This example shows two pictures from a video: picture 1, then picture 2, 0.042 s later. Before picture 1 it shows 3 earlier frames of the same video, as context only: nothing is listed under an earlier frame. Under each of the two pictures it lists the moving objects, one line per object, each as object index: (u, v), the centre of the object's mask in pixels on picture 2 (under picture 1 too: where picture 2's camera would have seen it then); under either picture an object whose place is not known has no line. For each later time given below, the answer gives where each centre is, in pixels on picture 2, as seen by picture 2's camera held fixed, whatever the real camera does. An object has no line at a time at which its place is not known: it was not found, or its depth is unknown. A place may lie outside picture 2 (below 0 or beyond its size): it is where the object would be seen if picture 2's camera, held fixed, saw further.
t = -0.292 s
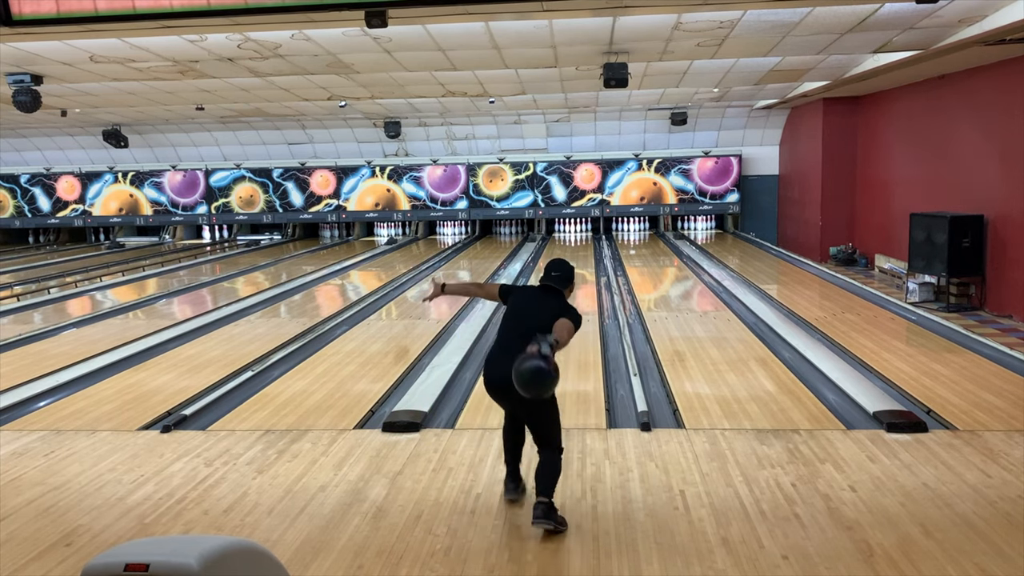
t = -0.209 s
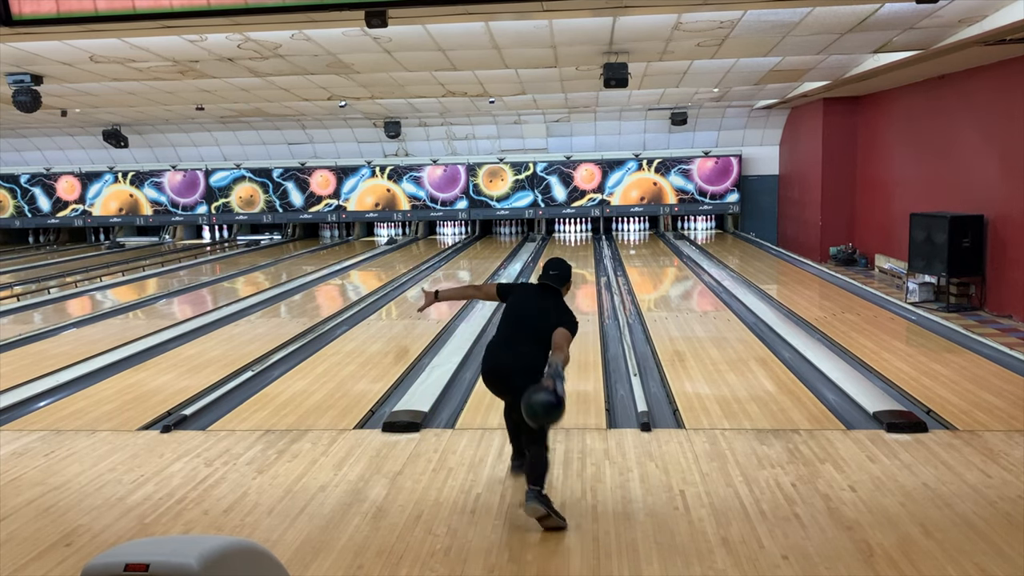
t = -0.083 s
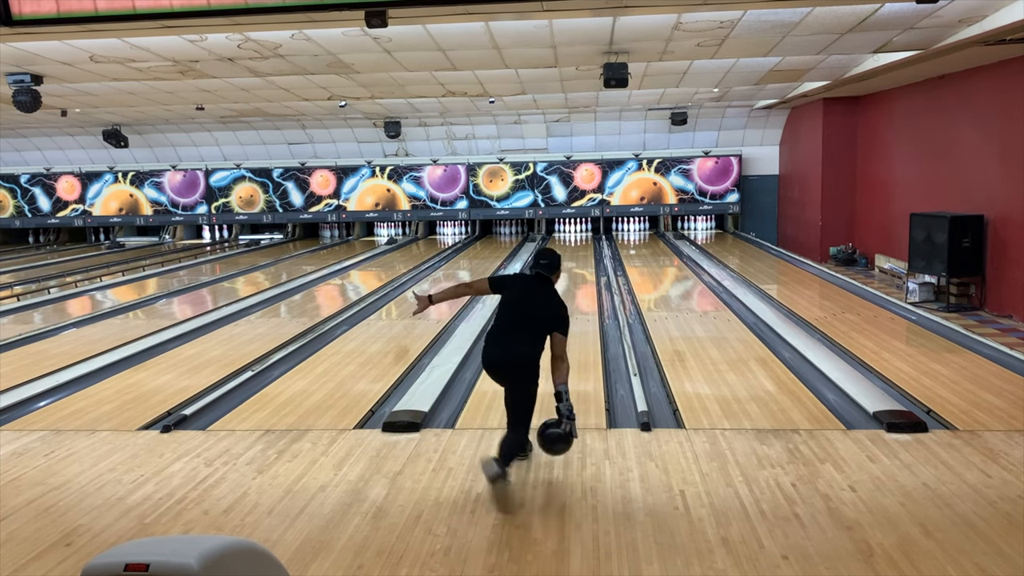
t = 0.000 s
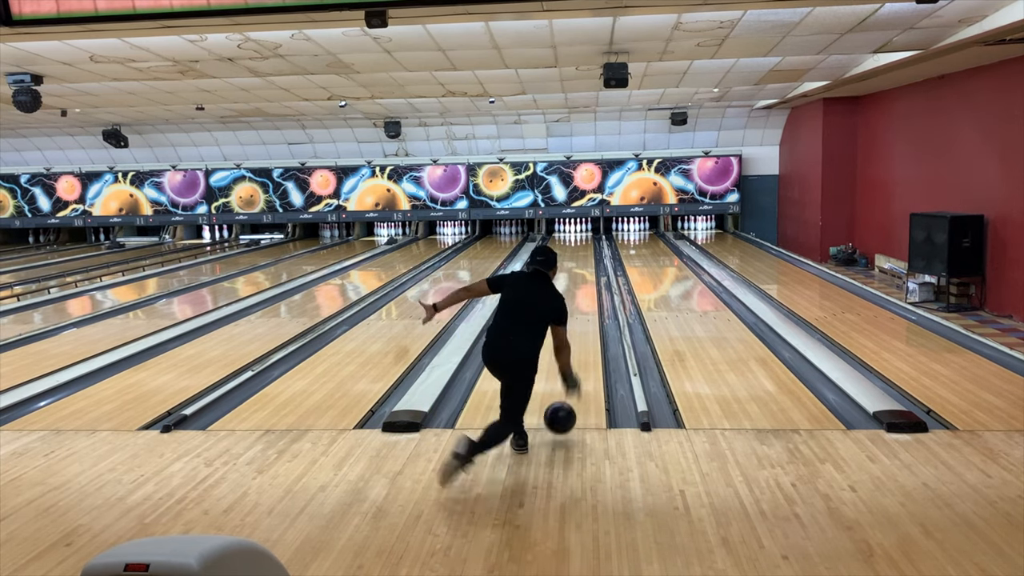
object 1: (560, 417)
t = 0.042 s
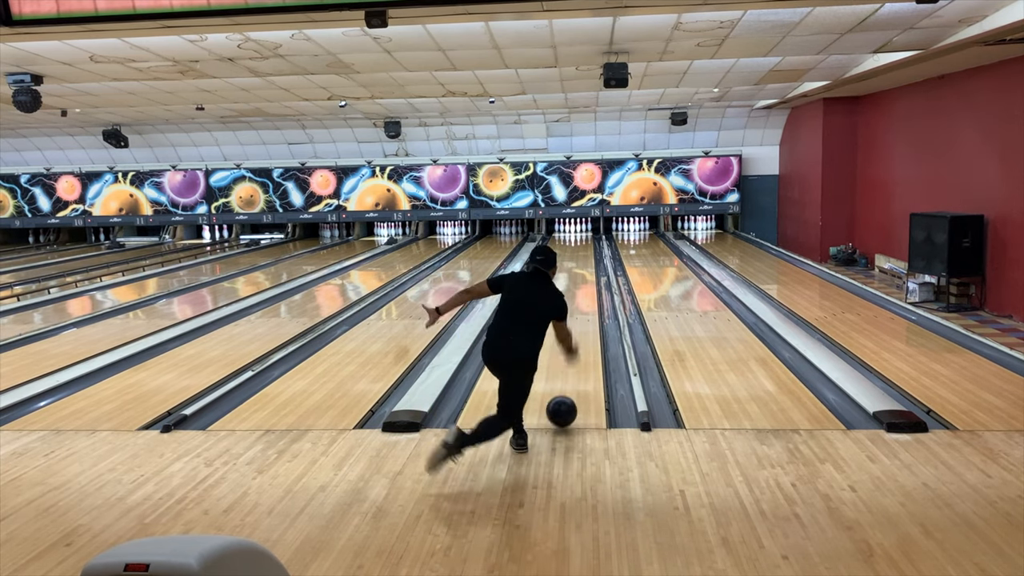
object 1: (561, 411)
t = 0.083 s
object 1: (563, 395)
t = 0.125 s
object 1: (564, 385)
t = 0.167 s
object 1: (566, 375)
